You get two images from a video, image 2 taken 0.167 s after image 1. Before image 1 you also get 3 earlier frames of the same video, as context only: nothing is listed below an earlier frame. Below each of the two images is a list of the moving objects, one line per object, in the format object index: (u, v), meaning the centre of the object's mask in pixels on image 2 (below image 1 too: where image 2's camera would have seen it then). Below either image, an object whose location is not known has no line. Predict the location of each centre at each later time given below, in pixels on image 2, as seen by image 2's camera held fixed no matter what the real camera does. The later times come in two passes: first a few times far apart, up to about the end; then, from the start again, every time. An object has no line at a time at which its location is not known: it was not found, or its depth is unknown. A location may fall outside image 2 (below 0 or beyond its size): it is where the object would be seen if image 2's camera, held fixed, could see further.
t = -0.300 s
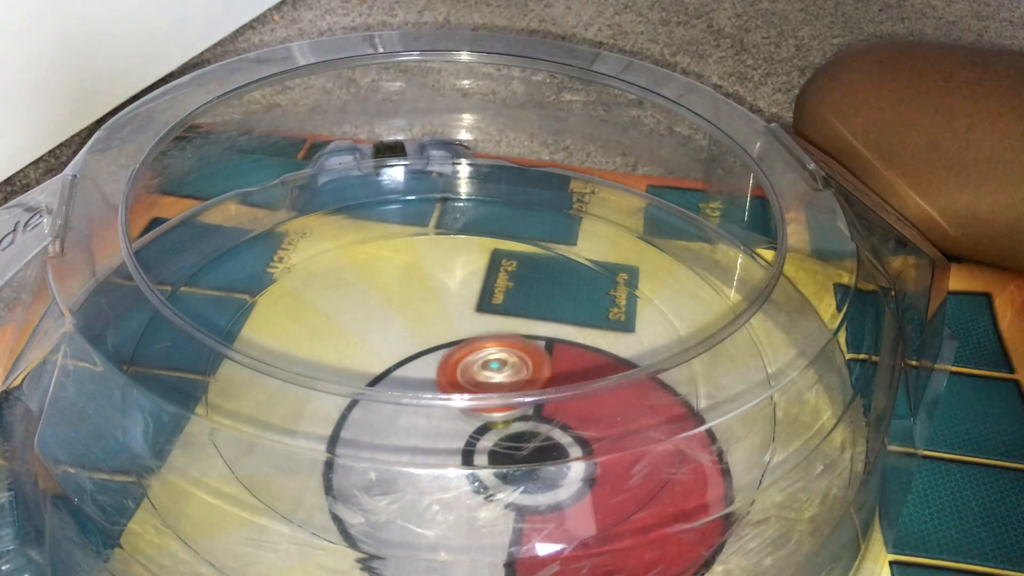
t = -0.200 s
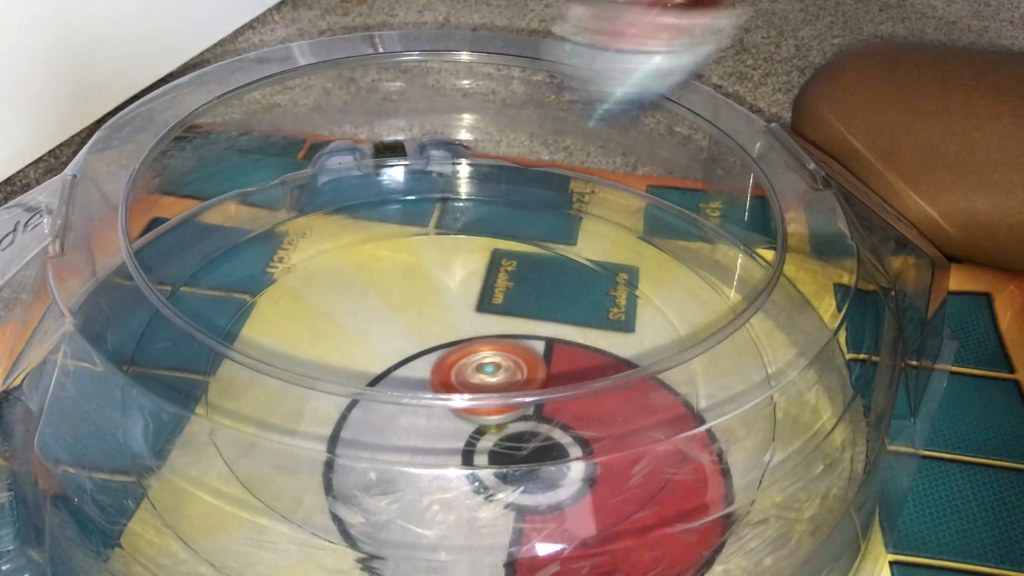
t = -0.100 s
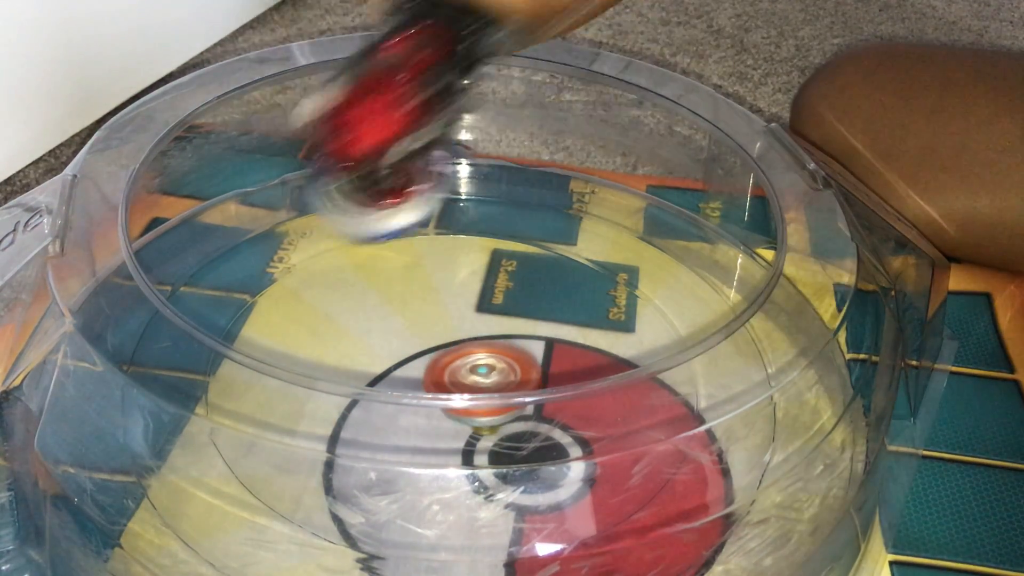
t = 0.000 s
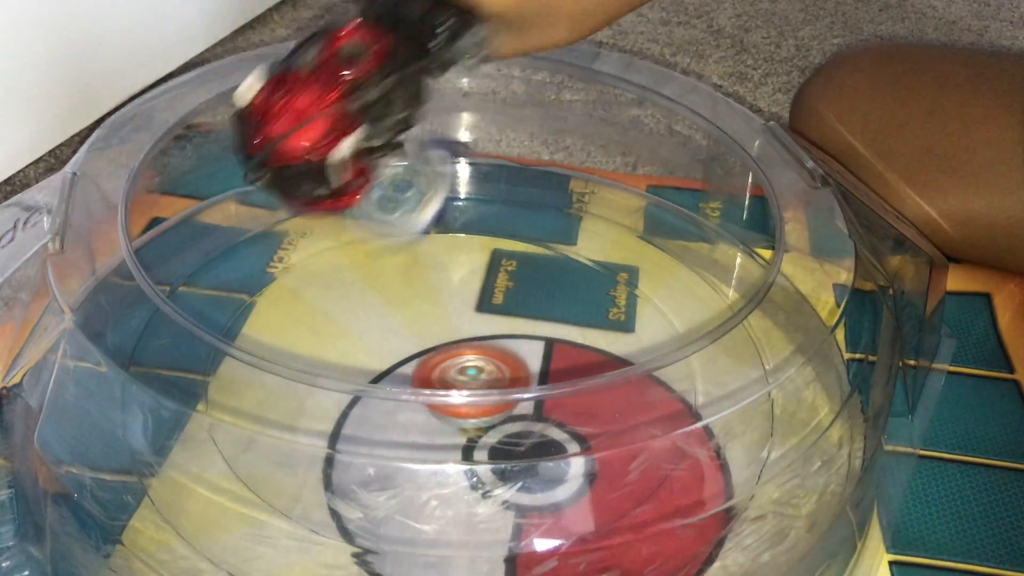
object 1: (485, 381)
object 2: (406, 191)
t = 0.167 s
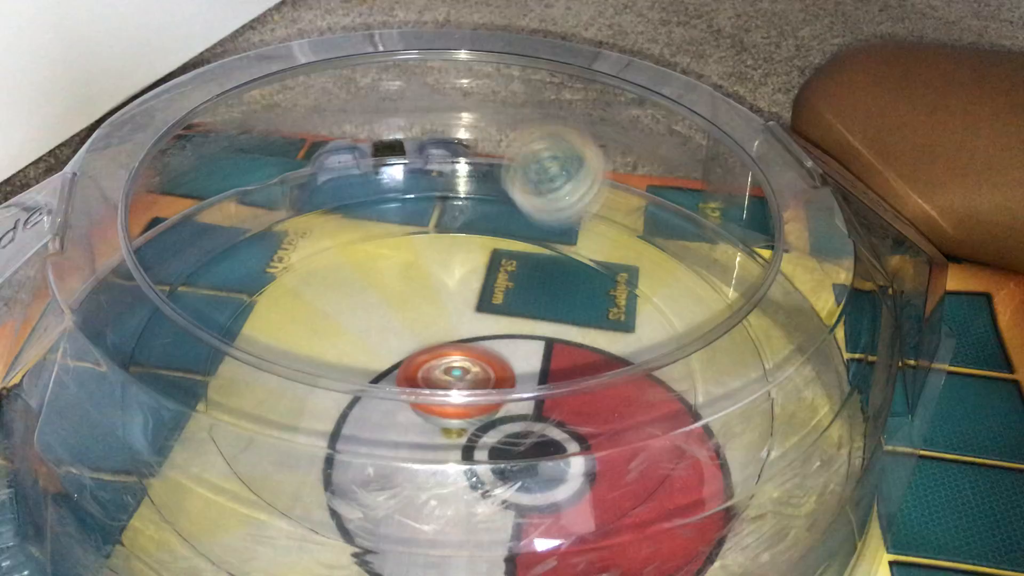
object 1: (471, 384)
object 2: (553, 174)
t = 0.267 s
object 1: (463, 382)
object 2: (635, 207)
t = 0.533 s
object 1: (447, 363)
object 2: (724, 370)
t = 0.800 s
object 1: (445, 353)
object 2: (649, 525)
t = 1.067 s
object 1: (450, 343)
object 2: (443, 539)
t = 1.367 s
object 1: (465, 337)
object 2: (304, 540)
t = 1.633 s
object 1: (485, 336)
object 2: (294, 525)
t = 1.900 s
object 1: (495, 345)
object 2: (247, 514)
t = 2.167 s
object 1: (500, 353)
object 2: (164, 460)
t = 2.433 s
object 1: (492, 362)
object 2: (132, 375)
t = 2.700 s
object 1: (481, 374)
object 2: (159, 296)
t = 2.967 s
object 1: (456, 364)
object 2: (224, 234)
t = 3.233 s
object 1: (452, 358)
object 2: (317, 189)
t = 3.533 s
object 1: (451, 348)
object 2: (447, 170)
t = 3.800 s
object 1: (461, 341)
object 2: (561, 185)
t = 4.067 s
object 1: (482, 340)
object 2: (660, 226)
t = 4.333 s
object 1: (489, 342)
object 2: (735, 294)
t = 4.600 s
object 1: (500, 355)
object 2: (763, 388)
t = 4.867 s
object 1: (499, 362)
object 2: (712, 482)
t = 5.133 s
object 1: (479, 363)
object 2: (600, 536)
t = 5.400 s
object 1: (455, 363)
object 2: (439, 549)
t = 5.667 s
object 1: (463, 356)
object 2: (265, 529)
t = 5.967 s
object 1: (457, 345)
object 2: (151, 431)
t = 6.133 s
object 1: (460, 346)
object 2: (135, 371)
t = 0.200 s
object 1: (468, 385)
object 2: (580, 218)
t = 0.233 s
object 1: (465, 384)
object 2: (607, 216)
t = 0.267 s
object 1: (463, 382)
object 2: (635, 207)
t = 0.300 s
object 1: (461, 381)
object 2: (663, 212)
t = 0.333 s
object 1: (458, 381)
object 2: (685, 237)
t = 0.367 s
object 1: (454, 381)
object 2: (699, 269)
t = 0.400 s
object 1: (452, 378)
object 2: (706, 276)
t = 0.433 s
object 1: (450, 376)
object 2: (711, 306)
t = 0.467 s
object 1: (444, 364)
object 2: (719, 328)
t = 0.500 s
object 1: (449, 364)
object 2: (723, 359)
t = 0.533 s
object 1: (447, 363)
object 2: (724, 370)
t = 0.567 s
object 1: (446, 362)
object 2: (740, 399)
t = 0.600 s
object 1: (444, 361)
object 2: (750, 421)
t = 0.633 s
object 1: (437, 359)
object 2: (741, 446)
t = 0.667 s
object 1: (442, 359)
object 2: (721, 465)
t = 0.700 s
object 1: (442, 357)
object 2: (698, 480)
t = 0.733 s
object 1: (443, 356)
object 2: (685, 490)
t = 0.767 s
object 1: (438, 354)
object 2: (665, 511)
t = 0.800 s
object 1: (445, 353)
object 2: (649, 525)
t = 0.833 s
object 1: (446, 352)
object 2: (630, 532)
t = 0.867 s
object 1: (446, 350)
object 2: (604, 537)
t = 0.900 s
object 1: (441, 349)
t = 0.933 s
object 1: (447, 347)
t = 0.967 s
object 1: (442, 345)
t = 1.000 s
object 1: (442, 344)
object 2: (498, 545)
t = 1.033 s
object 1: (443, 343)
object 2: (462, 543)
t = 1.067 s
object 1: (450, 343)
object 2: (443, 539)
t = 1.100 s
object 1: (446, 342)
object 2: (423, 539)
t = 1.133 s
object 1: (453, 342)
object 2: (408, 537)
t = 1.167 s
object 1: (456, 341)
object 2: (387, 534)
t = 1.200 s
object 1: (458, 340)
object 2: (374, 534)
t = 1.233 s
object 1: (455, 337)
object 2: (359, 535)
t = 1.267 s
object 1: (458, 337)
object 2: (345, 534)
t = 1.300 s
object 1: (465, 338)
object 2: (335, 535)
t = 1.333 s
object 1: (467, 338)
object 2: (318, 540)
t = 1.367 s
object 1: (465, 337)
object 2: (304, 540)
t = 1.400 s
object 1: (468, 336)
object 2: (301, 541)
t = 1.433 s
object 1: (474, 338)
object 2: (297, 539)
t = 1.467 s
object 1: (478, 337)
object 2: (298, 537)
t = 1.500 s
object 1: (475, 337)
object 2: (300, 533)
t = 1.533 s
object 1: (479, 337)
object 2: (301, 531)
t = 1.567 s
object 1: (486, 338)
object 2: (300, 528)
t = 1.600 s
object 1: (484, 337)
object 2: (298, 526)
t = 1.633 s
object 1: (485, 336)
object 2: (294, 525)
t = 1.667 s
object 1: (487, 336)
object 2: (289, 524)
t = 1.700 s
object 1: (494, 337)
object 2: (283, 524)
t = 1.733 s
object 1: (494, 338)
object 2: (275, 525)
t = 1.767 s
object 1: (490, 338)
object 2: (264, 526)
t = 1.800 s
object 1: (495, 340)
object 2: (253, 526)
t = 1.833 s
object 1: (491, 342)
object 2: (244, 524)
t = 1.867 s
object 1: (493, 343)
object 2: (246, 520)
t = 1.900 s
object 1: (495, 345)
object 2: (247, 514)
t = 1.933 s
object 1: (503, 346)
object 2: (246, 508)
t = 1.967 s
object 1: (498, 347)
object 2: (244, 504)
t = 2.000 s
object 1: (499, 348)
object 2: (239, 497)
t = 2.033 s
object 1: (507, 350)
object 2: (229, 492)
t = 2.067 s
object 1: (501, 351)
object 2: (215, 480)
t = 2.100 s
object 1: (501, 351)
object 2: (200, 475)
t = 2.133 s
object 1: (501, 353)
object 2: (182, 467)
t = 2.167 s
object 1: (500, 353)
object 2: (164, 460)
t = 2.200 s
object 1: (499, 355)
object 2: (158, 452)
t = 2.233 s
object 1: (499, 356)
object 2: (158, 445)
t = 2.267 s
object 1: (498, 357)
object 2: (162, 433)
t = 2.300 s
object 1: (504, 358)
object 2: (160, 422)
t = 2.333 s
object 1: (496, 360)
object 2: (156, 411)
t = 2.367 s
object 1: (494, 360)
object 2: (148, 401)
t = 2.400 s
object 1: (492, 361)
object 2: (141, 390)
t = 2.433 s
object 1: (492, 362)
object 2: (132, 375)
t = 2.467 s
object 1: (489, 363)
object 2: (129, 365)
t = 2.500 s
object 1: (488, 363)
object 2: (135, 360)
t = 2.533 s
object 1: (486, 363)
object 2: (140, 353)
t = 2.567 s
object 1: (492, 365)
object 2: (144, 345)
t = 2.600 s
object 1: (491, 365)
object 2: (153, 332)
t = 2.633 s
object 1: (480, 365)
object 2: (156, 323)
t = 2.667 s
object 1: (478, 365)
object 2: (158, 309)
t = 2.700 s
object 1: (481, 374)
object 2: (159, 296)
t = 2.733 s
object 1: (479, 373)
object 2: (161, 282)
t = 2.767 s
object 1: (477, 374)
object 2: (168, 273)
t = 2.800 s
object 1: (474, 374)
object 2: (177, 266)
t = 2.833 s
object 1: (465, 373)
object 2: (190, 262)
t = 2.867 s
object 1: (467, 374)
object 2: (195, 259)
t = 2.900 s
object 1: (466, 374)
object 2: (204, 252)
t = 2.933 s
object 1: (463, 373)
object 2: (214, 243)
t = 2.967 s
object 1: (456, 364)
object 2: (224, 234)
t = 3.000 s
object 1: (461, 364)
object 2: (233, 222)
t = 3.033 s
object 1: (459, 364)
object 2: (244, 212)
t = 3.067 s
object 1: (458, 363)
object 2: (255, 208)
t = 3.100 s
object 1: (457, 362)
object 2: (266, 208)
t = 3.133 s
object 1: (455, 361)
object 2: (278, 205)
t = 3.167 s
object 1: (454, 361)
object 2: (290, 200)
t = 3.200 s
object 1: (454, 359)
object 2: (304, 195)
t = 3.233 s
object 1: (452, 358)
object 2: (317, 189)
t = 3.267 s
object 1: (452, 357)
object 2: (333, 184)
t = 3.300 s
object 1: (452, 356)
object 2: (346, 178)
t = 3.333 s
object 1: (452, 355)
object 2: (358, 178)
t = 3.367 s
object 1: (453, 354)
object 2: (369, 179)
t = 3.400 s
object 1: (449, 353)
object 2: (382, 177)
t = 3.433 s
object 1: (454, 351)
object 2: (399, 176)
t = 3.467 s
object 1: (455, 350)
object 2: (413, 174)
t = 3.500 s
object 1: (451, 349)
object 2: (432, 170)
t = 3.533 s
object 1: (451, 348)
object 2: (447, 170)
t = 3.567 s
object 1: (451, 346)
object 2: (458, 172)
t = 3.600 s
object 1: (457, 345)
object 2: (469, 174)
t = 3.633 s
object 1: (453, 344)
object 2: (483, 177)
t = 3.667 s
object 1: (453, 343)
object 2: (499, 178)
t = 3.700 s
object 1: (454, 343)
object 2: (514, 180)
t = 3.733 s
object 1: (463, 342)
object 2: (533, 181)
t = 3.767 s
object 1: (459, 341)
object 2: (549, 182)
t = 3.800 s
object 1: (461, 341)
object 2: (561, 185)
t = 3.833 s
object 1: (462, 341)
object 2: (568, 191)
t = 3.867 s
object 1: (464, 341)
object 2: (578, 195)
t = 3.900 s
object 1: (473, 341)
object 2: (589, 201)
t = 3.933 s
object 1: (476, 341)
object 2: (603, 205)
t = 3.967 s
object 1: (473, 340)
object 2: (618, 210)
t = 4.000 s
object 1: (476, 340)
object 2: (635, 215)
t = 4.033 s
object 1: (484, 341)
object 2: (650, 220)
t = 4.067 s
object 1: (482, 340)
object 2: (660, 226)
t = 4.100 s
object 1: (485, 340)
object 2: (664, 233)
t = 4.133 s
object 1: (486, 339)
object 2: (669, 239)
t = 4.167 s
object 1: (494, 339)
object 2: (677, 246)
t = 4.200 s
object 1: (490, 338)
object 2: (687, 256)
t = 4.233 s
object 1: (491, 338)
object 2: (701, 265)
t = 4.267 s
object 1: (495, 339)
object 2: (710, 273)
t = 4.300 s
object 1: (489, 340)
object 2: (715, 282)
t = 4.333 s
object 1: (489, 342)
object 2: (735, 294)
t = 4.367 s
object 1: (489, 343)
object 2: (740, 305)
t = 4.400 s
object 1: (488, 346)
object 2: (741, 312)
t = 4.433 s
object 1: (487, 347)
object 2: (745, 323)
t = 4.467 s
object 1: (487, 349)
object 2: (753, 336)
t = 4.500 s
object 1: (488, 350)
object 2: (756, 351)
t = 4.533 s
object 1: (496, 352)
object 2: (760, 363)
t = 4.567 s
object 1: (491, 354)
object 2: (763, 376)
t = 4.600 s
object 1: (500, 355)
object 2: (763, 388)
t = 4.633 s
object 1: (496, 356)
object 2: (756, 399)
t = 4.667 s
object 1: (497, 358)
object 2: (753, 402)
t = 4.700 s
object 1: (504, 359)
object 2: (747, 412)
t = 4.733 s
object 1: (498, 359)
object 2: (740, 424)
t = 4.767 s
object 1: (497, 360)
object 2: (737, 441)
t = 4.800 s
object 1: (497, 360)
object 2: (732, 461)
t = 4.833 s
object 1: (495, 360)
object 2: (722, 473)
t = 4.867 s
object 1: (499, 362)
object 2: (712, 482)
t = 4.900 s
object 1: (498, 362)
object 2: (702, 486)
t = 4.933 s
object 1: (496, 362)
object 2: (691, 492)
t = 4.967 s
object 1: (486, 361)
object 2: (678, 502)
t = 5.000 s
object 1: (491, 362)
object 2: (665, 514)
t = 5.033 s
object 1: (488, 362)
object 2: (650, 524)
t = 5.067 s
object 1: (479, 362)
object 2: (633, 531)
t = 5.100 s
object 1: (476, 362)
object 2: (616, 534)
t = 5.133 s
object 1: (479, 363)
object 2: (600, 536)
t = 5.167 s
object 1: (476, 364)
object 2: (582, 538)
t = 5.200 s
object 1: (468, 363)
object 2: (570, 542)
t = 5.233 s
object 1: (470, 364)
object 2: (544, 543)
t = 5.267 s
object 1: (468, 364)
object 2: (523, 547)
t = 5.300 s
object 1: (459, 364)
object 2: (498, 548)
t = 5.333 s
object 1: (458, 363)
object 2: (483, 550)
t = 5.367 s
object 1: (462, 364)
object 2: (456, 546)
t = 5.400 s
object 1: (455, 363)
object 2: (439, 549)
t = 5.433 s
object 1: (461, 364)
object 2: (418, 546)
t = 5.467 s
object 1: (461, 363)
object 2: (389, 548)
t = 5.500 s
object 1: (462, 362)
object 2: (370, 544)
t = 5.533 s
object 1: (463, 361)
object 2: (352, 543)
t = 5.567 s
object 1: (456, 360)
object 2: (336, 540)
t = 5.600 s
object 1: (461, 359)
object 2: (308, 537)
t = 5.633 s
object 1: (463, 358)
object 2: (286, 535)
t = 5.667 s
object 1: (463, 356)
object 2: (265, 529)
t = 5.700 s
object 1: (462, 355)
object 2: (252, 524)
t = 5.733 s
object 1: (462, 353)
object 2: (230, 515)
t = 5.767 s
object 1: (455, 352)
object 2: (217, 504)
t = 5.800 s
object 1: (454, 350)
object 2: (200, 494)
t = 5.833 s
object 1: (459, 349)
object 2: (190, 480)
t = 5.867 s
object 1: (458, 348)
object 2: (178, 468)
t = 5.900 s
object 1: (452, 346)
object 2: (166, 458)
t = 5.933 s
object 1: (457, 345)
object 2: (160, 445)
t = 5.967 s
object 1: (457, 345)
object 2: (151, 431)
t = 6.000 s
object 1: (458, 344)
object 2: (144, 419)
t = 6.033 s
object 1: (453, 344)
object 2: (139, 409)
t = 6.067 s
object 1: (454, 345)
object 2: (138, 394)
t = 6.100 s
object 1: (462, 345)
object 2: (137, 380)
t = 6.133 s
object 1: (460, 346)
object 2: (135, 371)
